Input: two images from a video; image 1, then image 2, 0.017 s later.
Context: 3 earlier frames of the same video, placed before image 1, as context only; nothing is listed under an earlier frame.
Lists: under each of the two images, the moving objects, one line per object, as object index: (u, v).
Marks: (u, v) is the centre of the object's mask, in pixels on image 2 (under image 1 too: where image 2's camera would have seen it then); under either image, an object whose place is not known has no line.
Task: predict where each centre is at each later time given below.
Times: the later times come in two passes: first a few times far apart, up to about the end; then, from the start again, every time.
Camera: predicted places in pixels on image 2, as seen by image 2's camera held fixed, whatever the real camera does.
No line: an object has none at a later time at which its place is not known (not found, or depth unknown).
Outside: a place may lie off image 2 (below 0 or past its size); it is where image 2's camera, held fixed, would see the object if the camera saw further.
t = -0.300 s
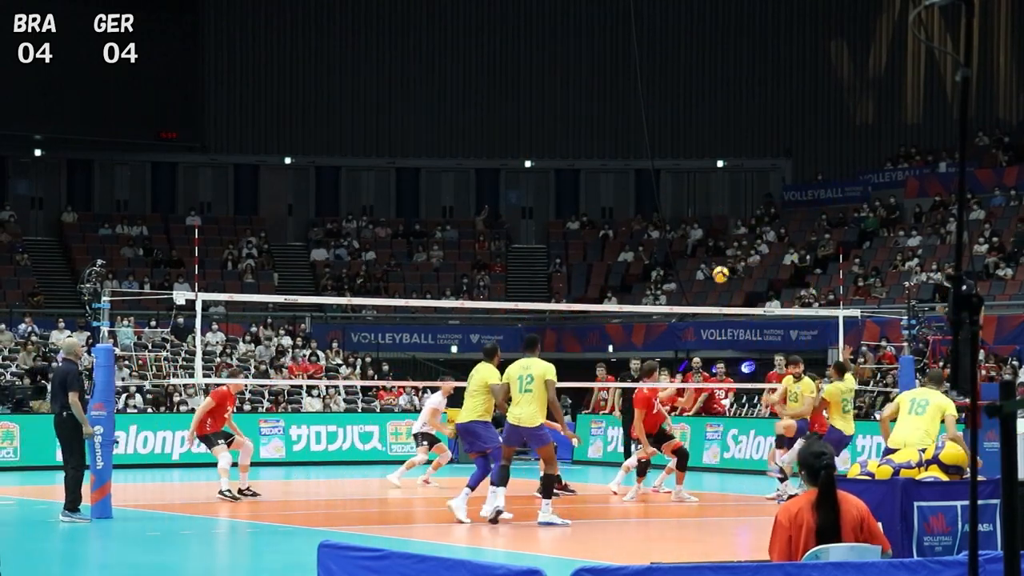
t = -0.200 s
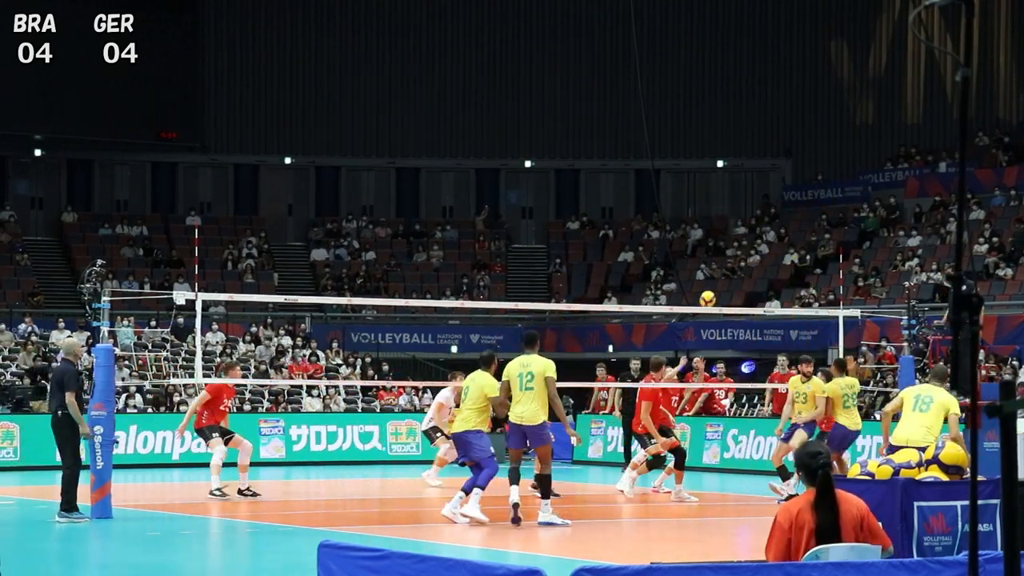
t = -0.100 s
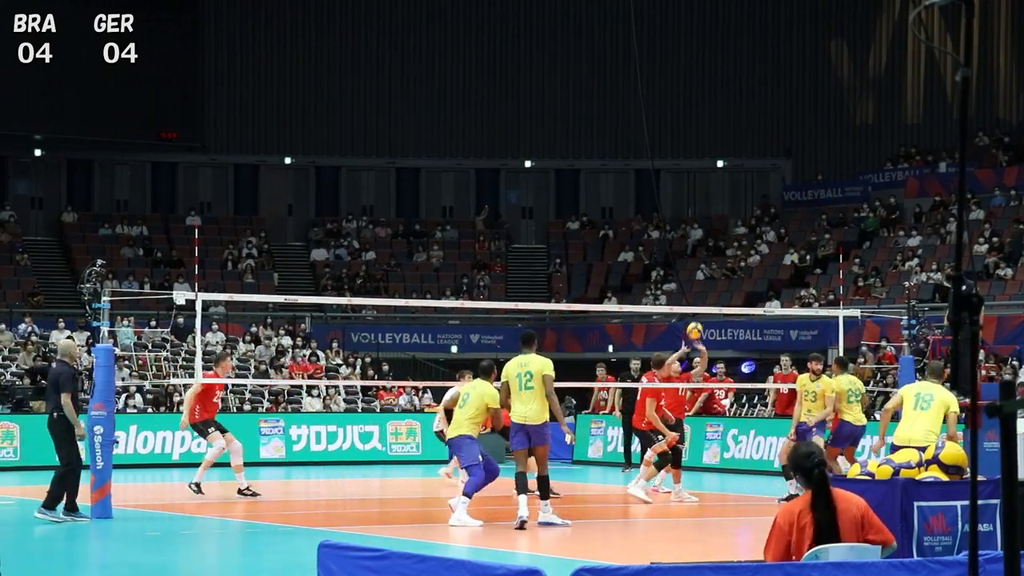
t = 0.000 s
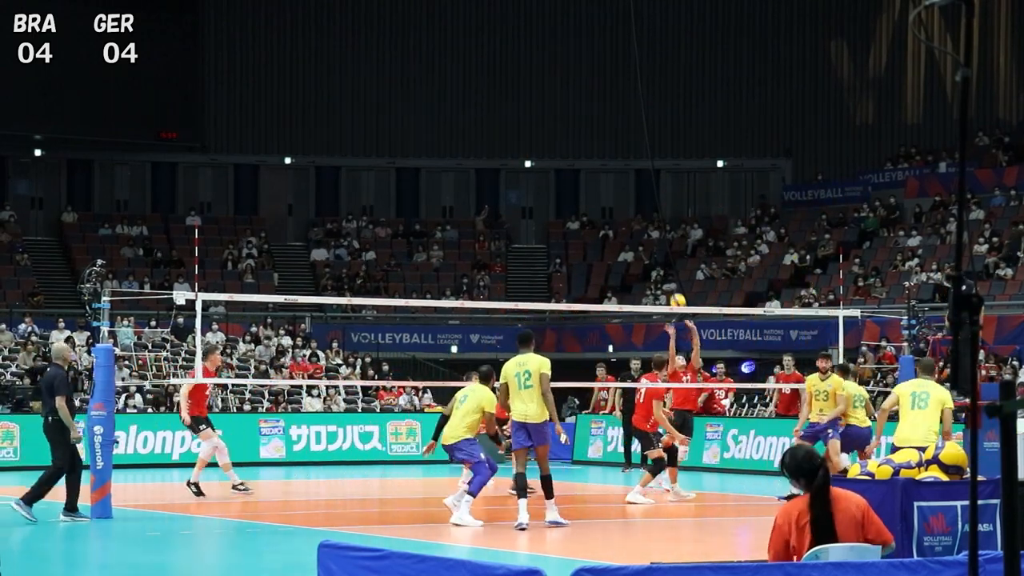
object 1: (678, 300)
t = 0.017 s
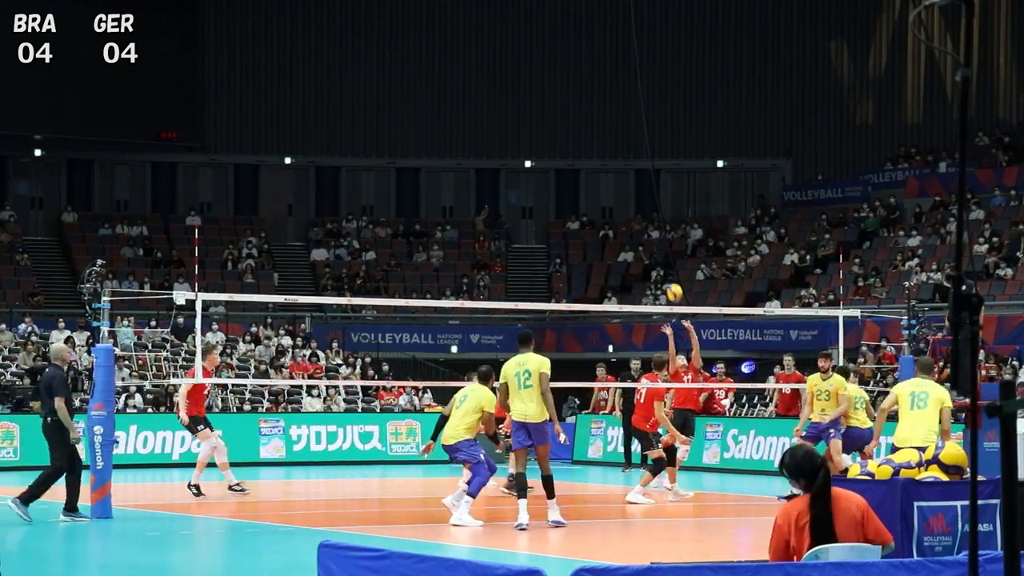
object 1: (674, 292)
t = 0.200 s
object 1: (641, 204)
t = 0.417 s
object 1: (604, 130)
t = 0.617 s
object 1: (570, 93)
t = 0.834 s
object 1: (532, 85)
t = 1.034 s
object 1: (498, 107)
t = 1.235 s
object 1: (465, 157)
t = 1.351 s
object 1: (447, 200)
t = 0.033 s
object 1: (671, 284)
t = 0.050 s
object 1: (668, 274)
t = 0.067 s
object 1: (665, 267)
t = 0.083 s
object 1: (662, 258)
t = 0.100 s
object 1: (659, 249)
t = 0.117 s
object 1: (656, 241)
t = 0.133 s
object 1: (653, 233)
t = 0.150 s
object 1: (650, 225)
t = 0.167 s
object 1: (647, 218)
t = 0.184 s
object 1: (644, 211)
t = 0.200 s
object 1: (641, 204)
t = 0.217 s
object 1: (638, 197)
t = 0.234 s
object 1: (636, 190)
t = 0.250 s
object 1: (633, 184)
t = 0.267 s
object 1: (630, 178)
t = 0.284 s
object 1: (627, 172)
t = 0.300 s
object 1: (624, 166)
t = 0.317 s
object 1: (622, 160)
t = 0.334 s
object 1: (618, 155)
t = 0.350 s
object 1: (616, 150)
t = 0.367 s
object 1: (613, 144)
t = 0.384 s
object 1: (610, 140)
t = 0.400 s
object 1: (607, 135)
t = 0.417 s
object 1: (604, 130)
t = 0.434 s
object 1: (601, 126)
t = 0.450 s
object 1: (599, 122)
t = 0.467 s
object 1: (596, 119)
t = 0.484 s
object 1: (593, 115)
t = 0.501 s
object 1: (590, 111)
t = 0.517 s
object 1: (587, 108)
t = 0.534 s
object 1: (584, 105)
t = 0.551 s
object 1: (581, 102)
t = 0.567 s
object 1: (578, 100)
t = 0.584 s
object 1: (575, 97)
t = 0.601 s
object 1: (573, 95)
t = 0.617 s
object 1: (570, 93)
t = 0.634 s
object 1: (567, 91)
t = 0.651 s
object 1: (564, 90)
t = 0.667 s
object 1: (561, 88)
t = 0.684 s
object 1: (558, 87)
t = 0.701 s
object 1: (555, 86)
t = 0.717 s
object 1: (552, 85)
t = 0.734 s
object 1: (550, 84)
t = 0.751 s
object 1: (547, 84)
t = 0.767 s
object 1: (544, 84)
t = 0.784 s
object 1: (541, 84)
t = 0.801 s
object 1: (538, 84)
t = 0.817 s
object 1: (535, 84)
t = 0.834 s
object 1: (532, 85)
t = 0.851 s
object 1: (530, 85)
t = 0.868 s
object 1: (527, 86)
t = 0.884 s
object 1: (524, 88)
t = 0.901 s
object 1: (521, 89)
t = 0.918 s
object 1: (518, 90)
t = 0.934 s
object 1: (515, 92)
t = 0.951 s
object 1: (512, 94)
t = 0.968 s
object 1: (509, 96)
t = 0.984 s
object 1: (507, 98)
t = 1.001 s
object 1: (504, 101)
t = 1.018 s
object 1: (501, 104)
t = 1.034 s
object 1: (498, 107)
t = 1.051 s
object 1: (495, 110)
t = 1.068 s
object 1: (493, 113)
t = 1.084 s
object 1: (490, 117)
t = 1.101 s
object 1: (487, 121)
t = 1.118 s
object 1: (484, 125)
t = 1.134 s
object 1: (482, 129)
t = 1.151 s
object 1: (479, 133)
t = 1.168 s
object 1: (476, 138)
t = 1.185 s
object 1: (473, 142)
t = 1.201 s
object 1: (471, 147)
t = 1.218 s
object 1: (468, 152)
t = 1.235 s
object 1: (465, 157)
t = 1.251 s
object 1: (463, 163)
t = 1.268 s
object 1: (460, 169)
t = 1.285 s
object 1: (457, 175)
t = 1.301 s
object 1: (455, 181)
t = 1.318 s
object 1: (452, 187)
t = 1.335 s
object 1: (449, 193)
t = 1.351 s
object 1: (447, 200)
